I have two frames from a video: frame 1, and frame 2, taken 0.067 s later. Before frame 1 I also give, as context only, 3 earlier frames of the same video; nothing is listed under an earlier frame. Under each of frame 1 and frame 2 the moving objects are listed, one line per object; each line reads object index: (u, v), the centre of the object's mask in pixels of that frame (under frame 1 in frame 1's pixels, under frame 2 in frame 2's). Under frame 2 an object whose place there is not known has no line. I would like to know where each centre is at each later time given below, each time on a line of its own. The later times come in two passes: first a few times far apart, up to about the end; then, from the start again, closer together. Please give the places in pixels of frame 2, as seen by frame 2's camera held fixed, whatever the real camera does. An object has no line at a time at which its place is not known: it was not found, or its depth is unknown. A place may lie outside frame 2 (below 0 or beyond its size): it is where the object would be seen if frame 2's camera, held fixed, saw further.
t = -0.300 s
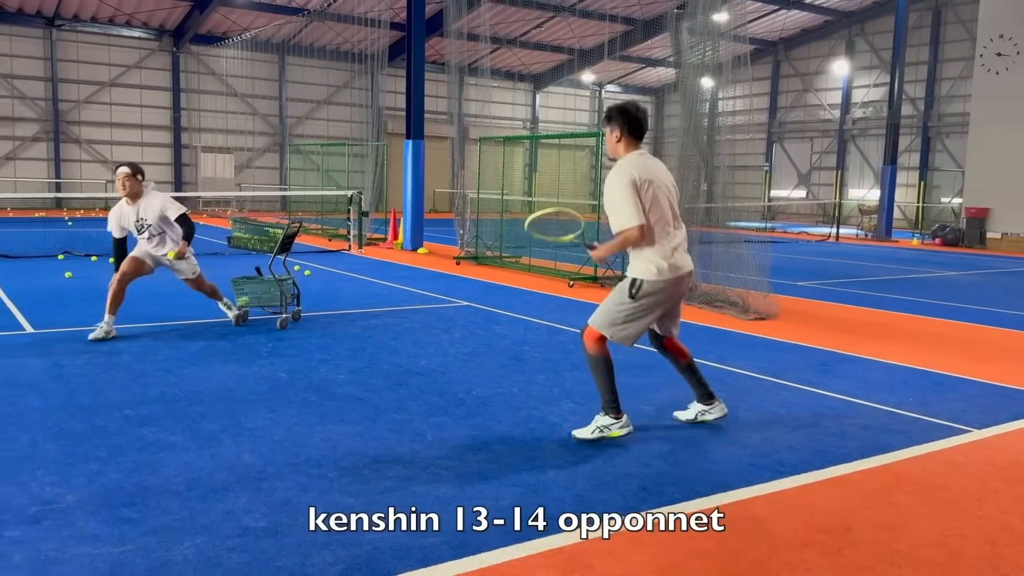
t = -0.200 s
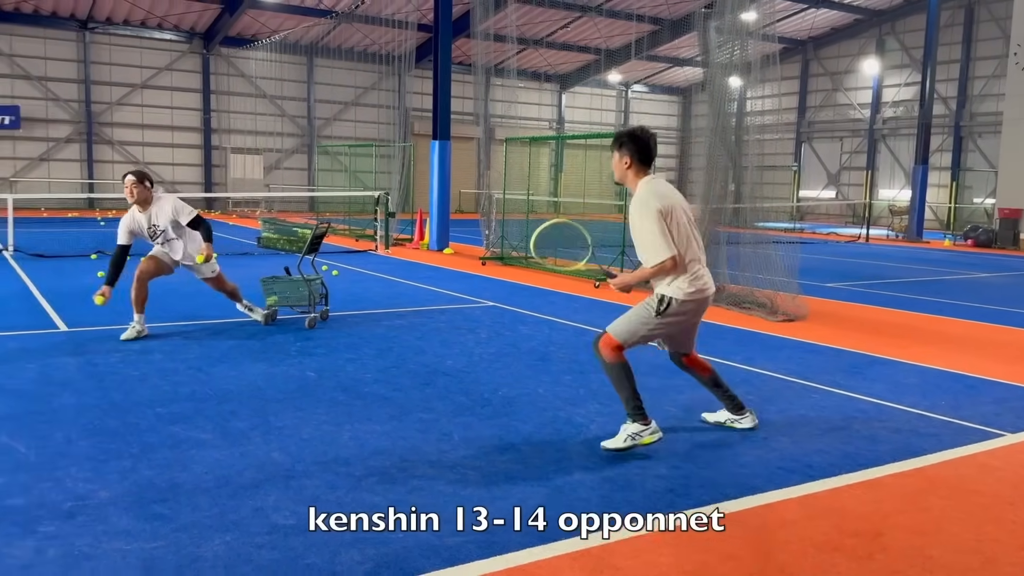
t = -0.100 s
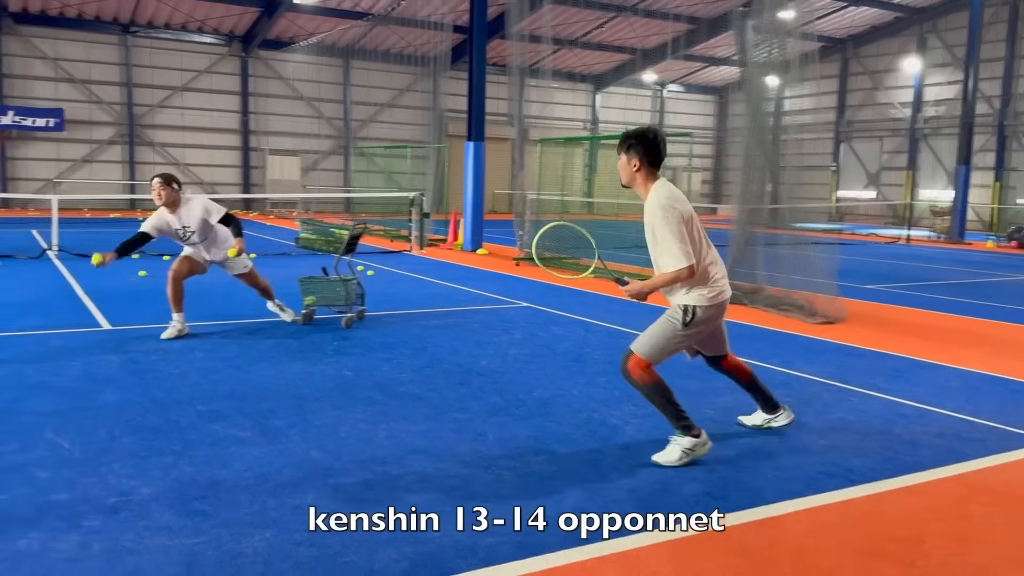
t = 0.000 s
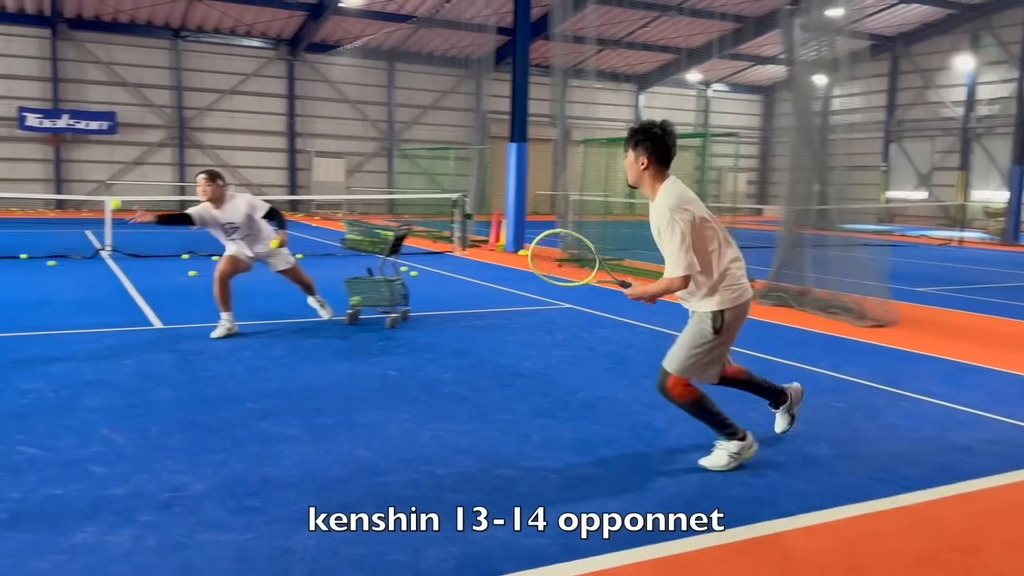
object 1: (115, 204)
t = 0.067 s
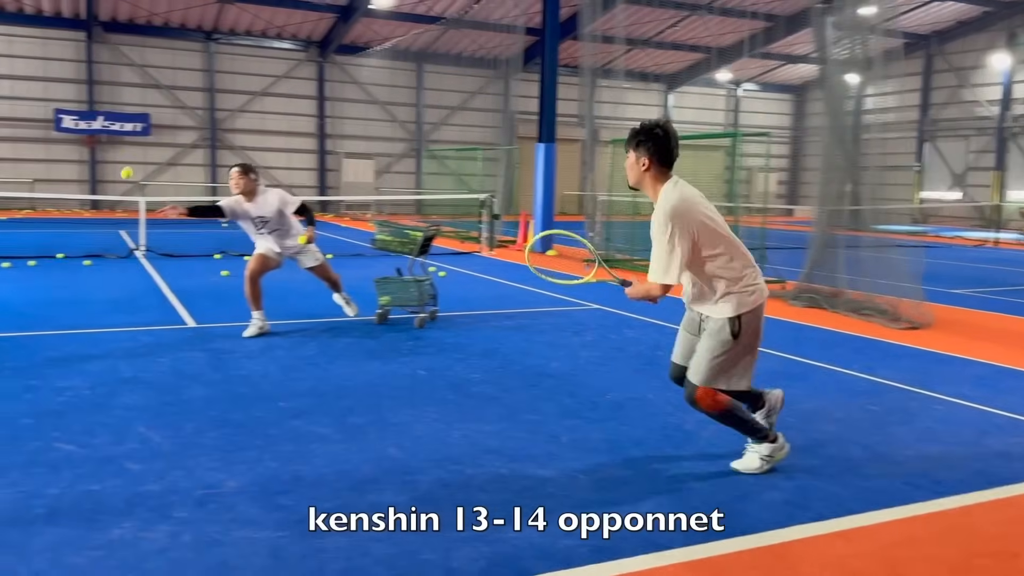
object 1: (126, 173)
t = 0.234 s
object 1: (69, 114)
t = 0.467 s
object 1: (-24, 98)
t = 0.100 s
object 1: (115, 159)
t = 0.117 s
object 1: (110, 152)
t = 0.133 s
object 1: (104, 146)
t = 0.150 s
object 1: (99, 140)
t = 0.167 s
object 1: (93, 134)
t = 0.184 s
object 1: (87, 129)
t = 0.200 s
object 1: (82, 123)
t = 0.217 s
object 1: (75, 118)
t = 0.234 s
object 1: (69, 114)
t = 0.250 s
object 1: (63, 110)
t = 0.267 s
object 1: (57, 107)
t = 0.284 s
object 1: (51, 104)
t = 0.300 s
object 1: (45, 101)
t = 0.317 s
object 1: (38, 99)
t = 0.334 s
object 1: (31, 97)
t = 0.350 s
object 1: (25, 95)
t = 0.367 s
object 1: (18, 94)
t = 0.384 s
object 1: (12, 94)
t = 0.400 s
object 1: (5, 93)
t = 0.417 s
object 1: (-2, 94)
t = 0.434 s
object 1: (-9, 95)
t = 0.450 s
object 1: (-16, 96)
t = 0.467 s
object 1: (-24, 98)
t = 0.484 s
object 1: (-31, 102)
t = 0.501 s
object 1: (-38, 105)
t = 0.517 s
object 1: (-46, 109)
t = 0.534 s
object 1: (-54, 113)
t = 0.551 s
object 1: (-62, 118)
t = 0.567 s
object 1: (-70, 123)
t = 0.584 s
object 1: (-77, 129)
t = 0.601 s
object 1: (-86, 136)
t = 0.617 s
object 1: (-94, 144)
